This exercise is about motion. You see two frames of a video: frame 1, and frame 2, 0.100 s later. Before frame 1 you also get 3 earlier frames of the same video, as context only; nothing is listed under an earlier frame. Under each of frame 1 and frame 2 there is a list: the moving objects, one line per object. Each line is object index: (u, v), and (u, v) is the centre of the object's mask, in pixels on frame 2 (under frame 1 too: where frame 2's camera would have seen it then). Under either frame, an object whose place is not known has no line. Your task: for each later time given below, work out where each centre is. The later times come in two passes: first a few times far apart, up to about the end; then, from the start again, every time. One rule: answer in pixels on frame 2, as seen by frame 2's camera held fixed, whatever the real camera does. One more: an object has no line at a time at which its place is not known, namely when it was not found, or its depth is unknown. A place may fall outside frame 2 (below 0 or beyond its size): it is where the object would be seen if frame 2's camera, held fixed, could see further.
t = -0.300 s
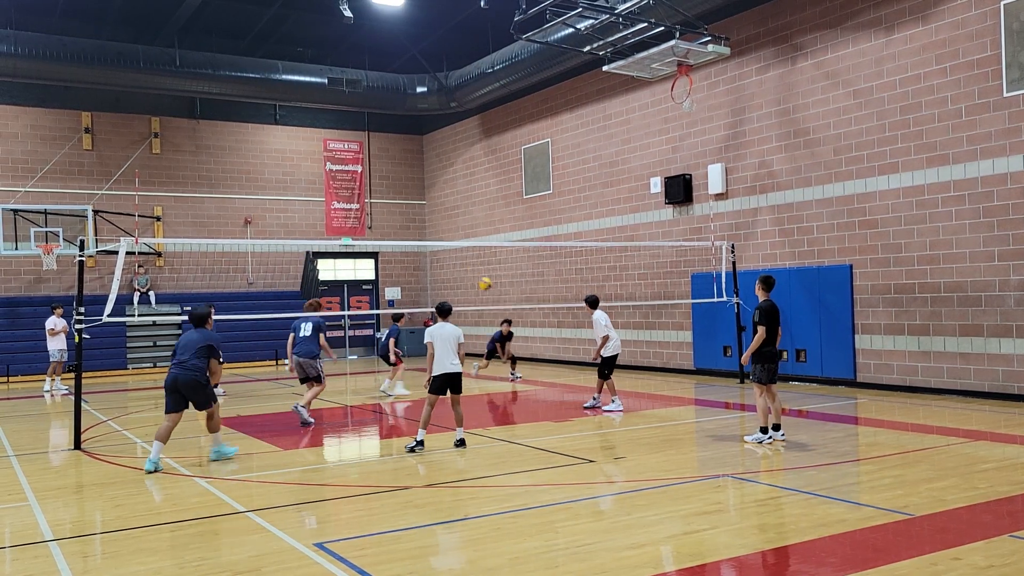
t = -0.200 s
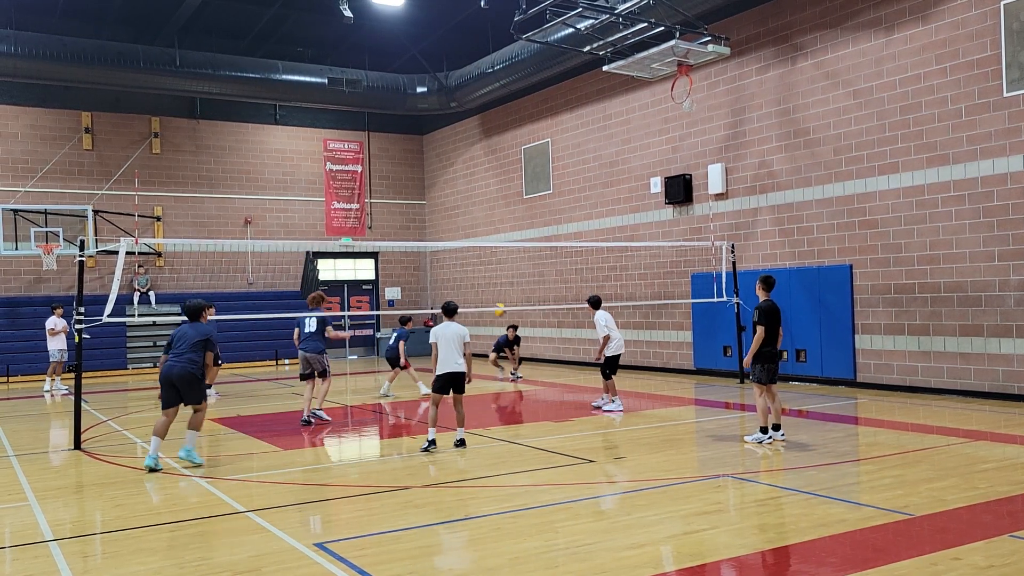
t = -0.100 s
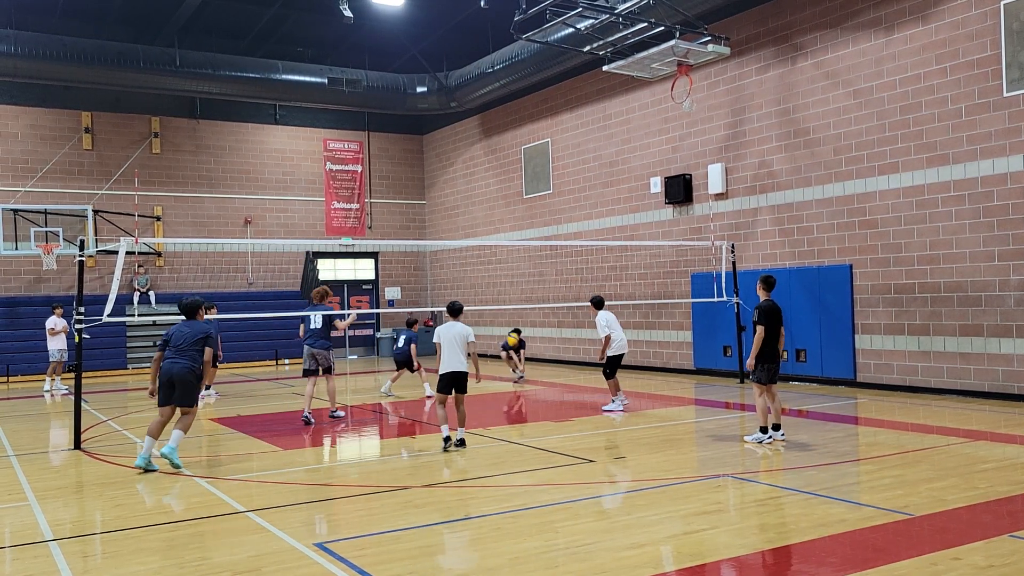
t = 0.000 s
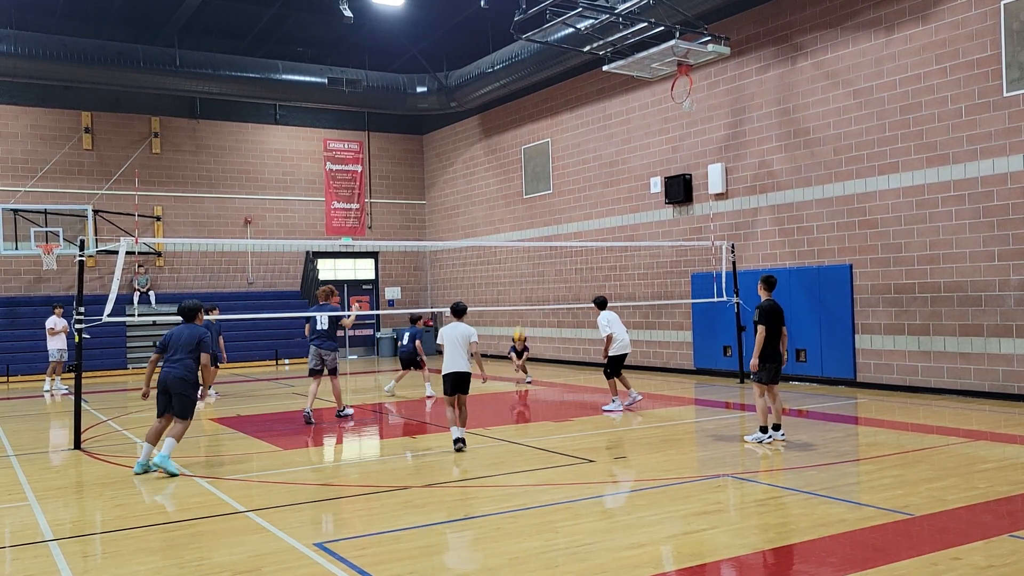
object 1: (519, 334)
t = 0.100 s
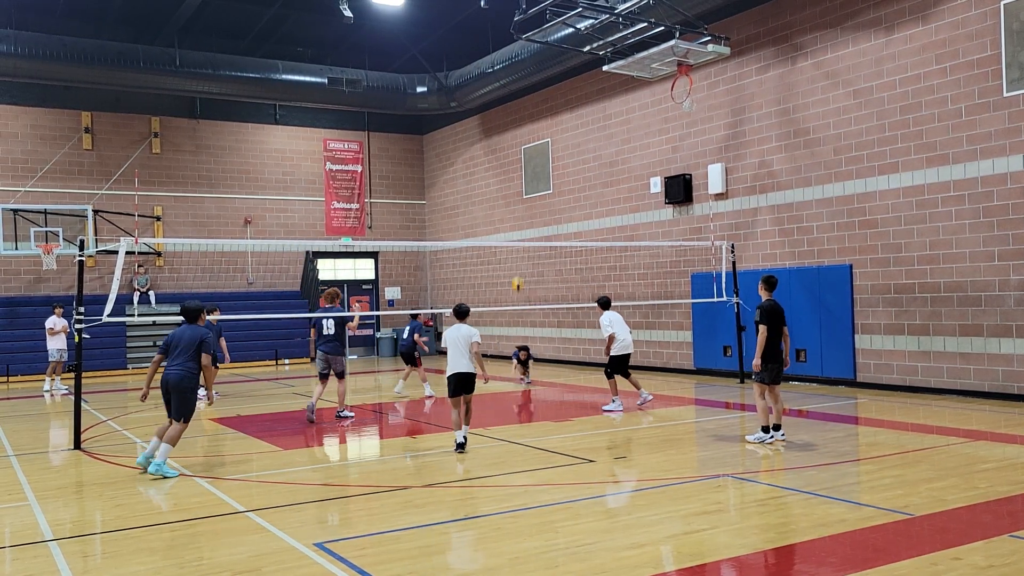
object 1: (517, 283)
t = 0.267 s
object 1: (516, 208)
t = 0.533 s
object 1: (516, 113)
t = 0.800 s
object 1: (518, 53)
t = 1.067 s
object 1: (522, 35)
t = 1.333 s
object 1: (528, 63)
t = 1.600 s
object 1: (537, 145)
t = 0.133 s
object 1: (517, 268)
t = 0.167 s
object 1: (517, 251)
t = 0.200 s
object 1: (516, 235)
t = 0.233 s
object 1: (515, 222)
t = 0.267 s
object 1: (516, 208)
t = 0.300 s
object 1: (516, 193)
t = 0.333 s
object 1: (515, 180)
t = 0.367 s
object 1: (515, 168)
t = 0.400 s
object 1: (516, 156)
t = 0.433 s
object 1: (516, 143)
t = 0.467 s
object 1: (515, 132)
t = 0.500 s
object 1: (516, 122)
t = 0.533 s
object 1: (516, 113)
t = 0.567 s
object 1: (516, 103)
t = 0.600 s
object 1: (516, 94)
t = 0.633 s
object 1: (516, 86)
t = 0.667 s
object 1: (517, 78)
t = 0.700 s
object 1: (517, 71)
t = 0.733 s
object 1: (517, 64)
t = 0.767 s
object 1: (517, 59)
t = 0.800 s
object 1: (518, 53)
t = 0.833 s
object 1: (518, 48)
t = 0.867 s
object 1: (518, 44)
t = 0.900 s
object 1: (519, 41)
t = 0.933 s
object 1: (520, 38)
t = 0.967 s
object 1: (520, 36)
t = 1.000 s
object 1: (521, 35)
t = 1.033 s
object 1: (521, 35)
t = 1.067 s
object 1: (522, 35)
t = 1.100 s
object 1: (522, 35)
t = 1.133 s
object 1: (523, 37)
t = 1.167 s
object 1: (524, 39)
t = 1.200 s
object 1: (525, 43)
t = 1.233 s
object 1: (526, 46)
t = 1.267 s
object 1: (527, 51)
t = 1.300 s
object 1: (528, 57)
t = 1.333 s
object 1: (528, 63)
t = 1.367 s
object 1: (529, 70)
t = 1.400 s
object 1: (530, 79)
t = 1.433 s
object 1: (532, 87)
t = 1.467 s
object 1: (533, 97)
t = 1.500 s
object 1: (534, 108)
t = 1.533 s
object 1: (535, 118)
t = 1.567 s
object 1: (536, 130)
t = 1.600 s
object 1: (537, 145)
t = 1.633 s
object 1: (538, 159)
